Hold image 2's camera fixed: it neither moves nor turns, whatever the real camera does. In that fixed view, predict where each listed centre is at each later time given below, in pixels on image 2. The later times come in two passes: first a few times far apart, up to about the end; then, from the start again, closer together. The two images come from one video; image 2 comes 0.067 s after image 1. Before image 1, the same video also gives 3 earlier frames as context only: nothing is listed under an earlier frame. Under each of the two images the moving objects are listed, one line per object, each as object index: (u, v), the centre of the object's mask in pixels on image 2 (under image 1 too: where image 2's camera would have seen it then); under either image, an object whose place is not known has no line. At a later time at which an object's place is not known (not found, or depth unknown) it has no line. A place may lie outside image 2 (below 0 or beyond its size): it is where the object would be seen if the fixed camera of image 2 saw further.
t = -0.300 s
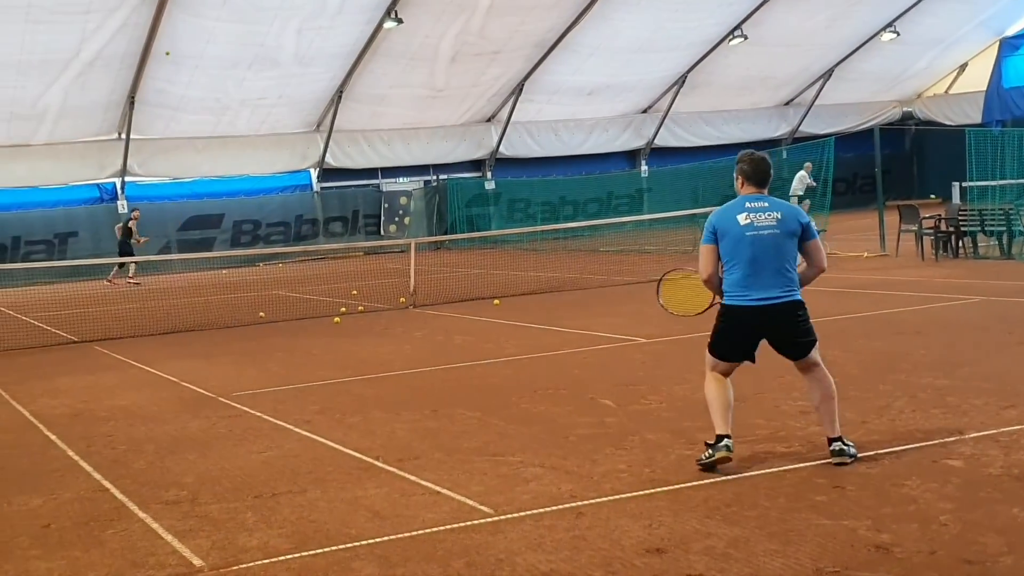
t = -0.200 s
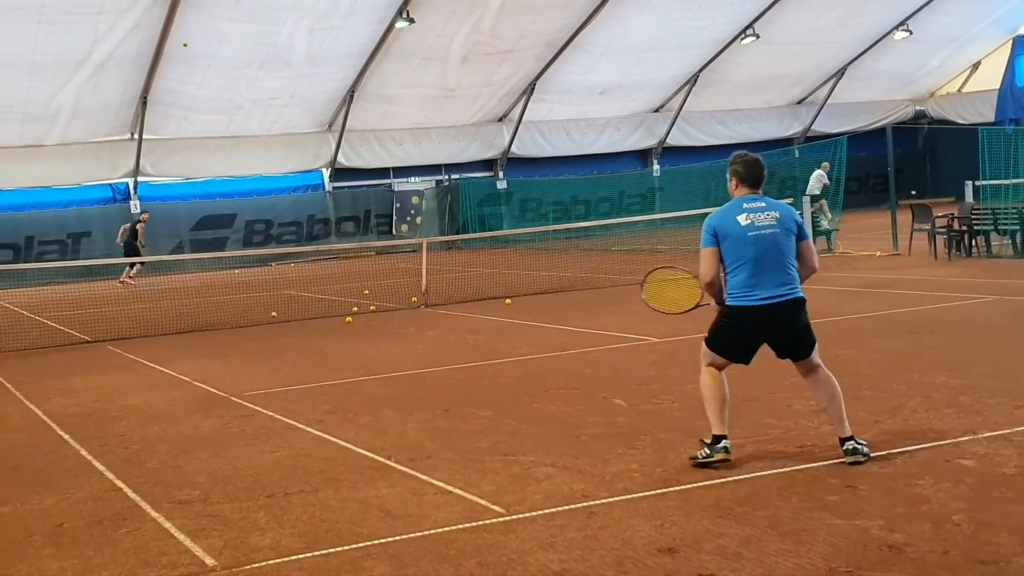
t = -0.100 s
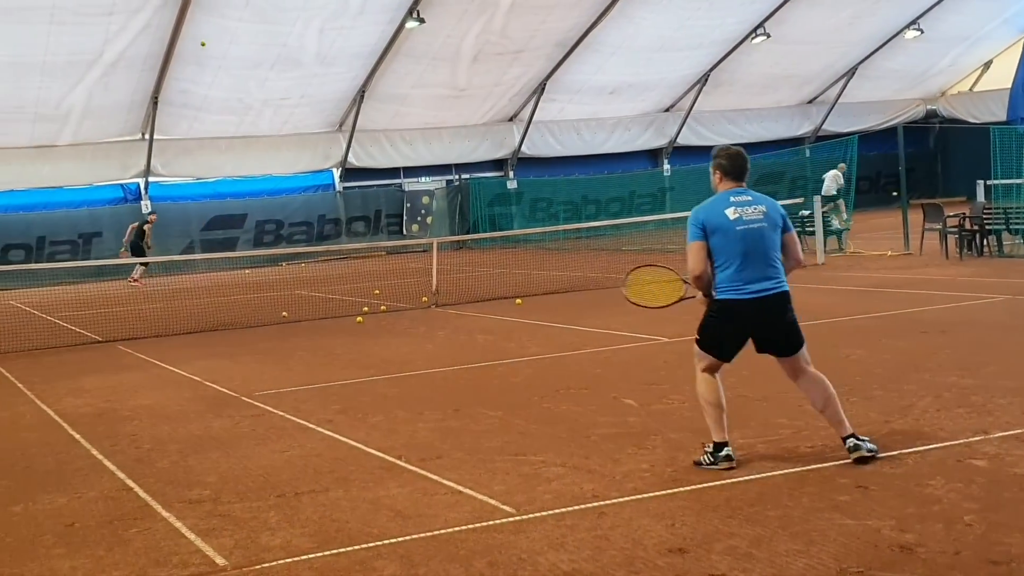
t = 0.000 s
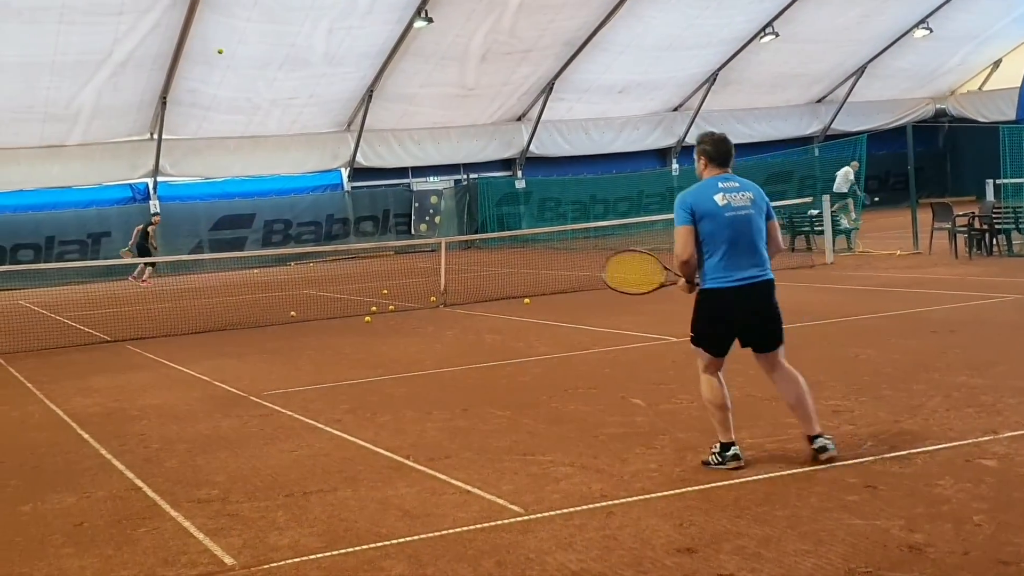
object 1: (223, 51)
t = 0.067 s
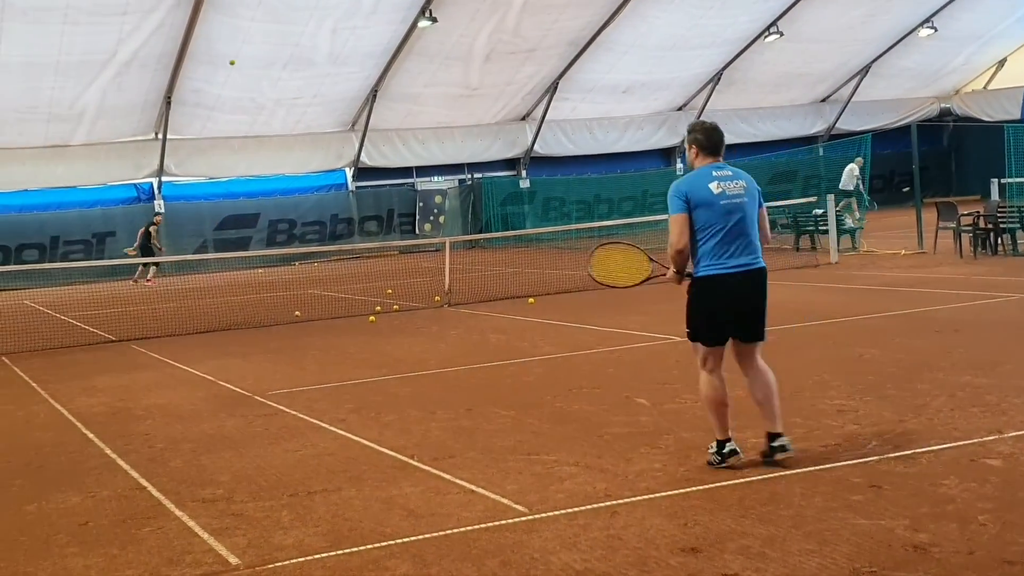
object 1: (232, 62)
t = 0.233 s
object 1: (256, 114)
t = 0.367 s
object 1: (282, 189)
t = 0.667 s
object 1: (351, 371)
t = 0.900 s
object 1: (377, 216)
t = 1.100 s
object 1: (414, 136)
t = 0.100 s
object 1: (236, 69)
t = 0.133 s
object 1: (241, 78)
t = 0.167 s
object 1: (246, 89)
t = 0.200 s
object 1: (251, 101)
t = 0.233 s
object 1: (256, 114)
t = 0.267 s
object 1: (262, 130)
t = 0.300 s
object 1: (268, 148)
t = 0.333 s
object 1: (275, 167)
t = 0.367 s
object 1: (282, 189)
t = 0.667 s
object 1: (351, 371)
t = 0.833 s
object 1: (369, 254)
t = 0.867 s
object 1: (373, 234)
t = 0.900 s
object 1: (377, 216)
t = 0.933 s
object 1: (382, 199)
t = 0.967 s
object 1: (388, 183)
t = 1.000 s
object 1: (393, 170)
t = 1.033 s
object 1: (400, 156)
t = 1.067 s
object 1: (407, 145)
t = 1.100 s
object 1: (414, 136)
